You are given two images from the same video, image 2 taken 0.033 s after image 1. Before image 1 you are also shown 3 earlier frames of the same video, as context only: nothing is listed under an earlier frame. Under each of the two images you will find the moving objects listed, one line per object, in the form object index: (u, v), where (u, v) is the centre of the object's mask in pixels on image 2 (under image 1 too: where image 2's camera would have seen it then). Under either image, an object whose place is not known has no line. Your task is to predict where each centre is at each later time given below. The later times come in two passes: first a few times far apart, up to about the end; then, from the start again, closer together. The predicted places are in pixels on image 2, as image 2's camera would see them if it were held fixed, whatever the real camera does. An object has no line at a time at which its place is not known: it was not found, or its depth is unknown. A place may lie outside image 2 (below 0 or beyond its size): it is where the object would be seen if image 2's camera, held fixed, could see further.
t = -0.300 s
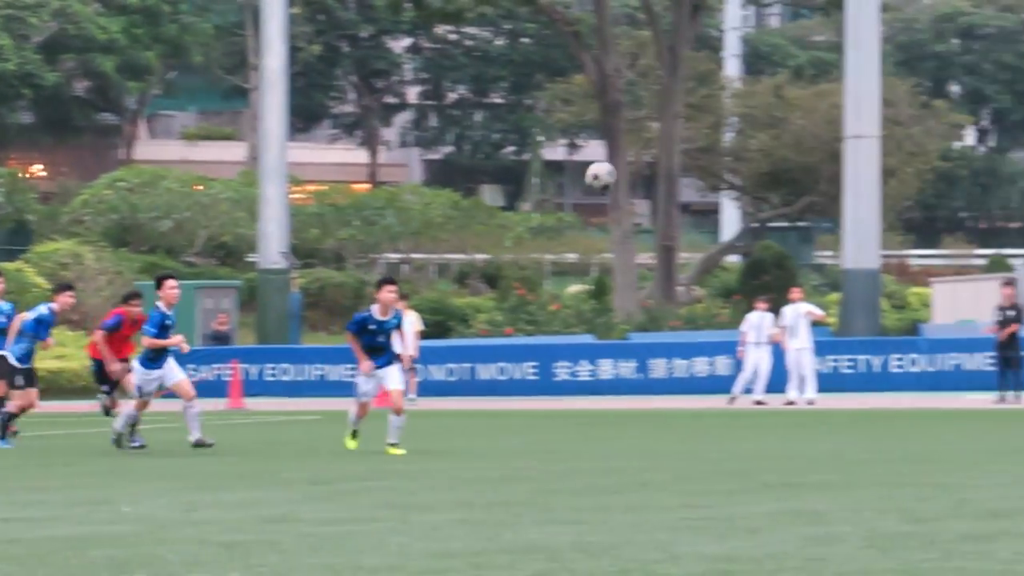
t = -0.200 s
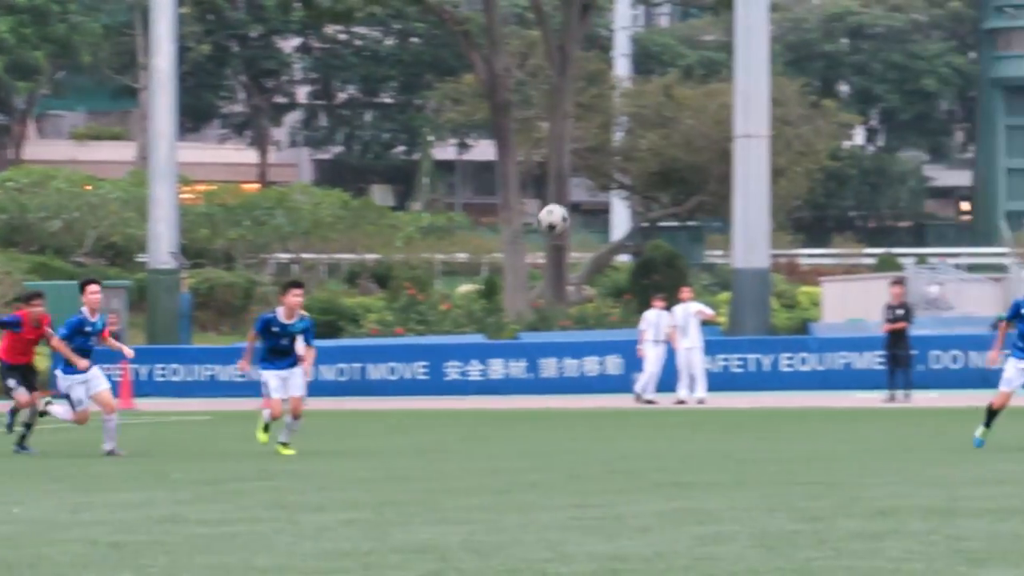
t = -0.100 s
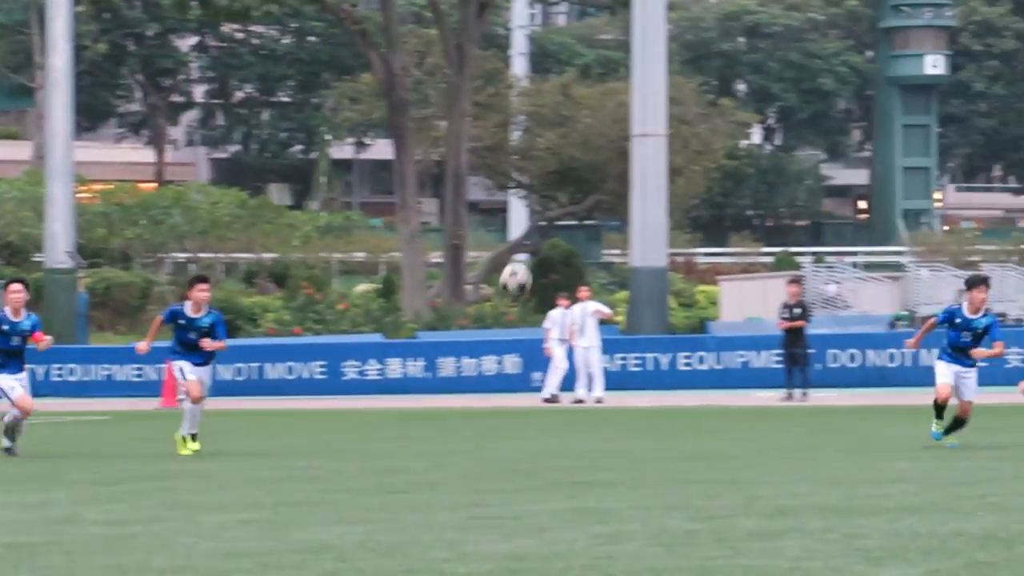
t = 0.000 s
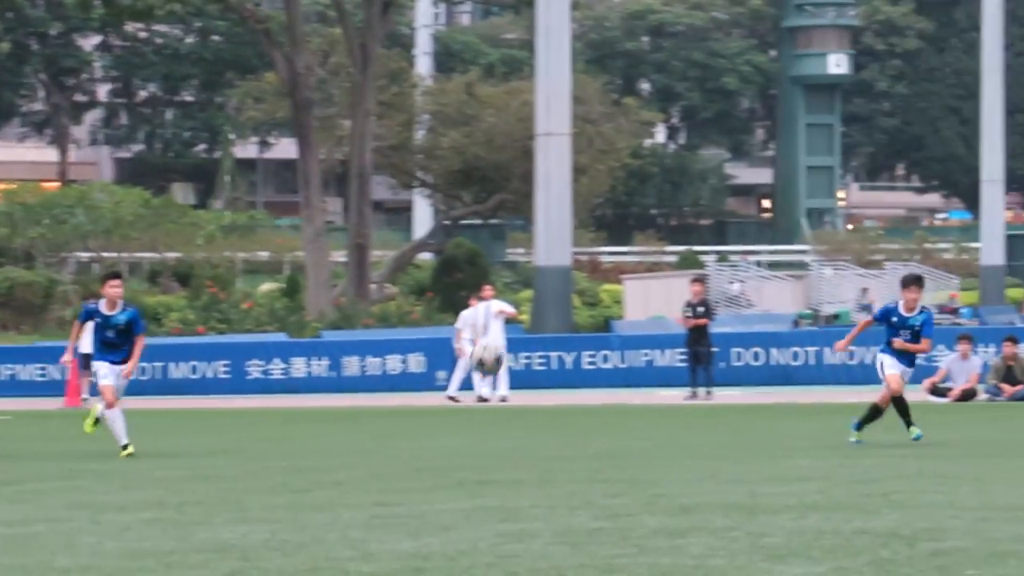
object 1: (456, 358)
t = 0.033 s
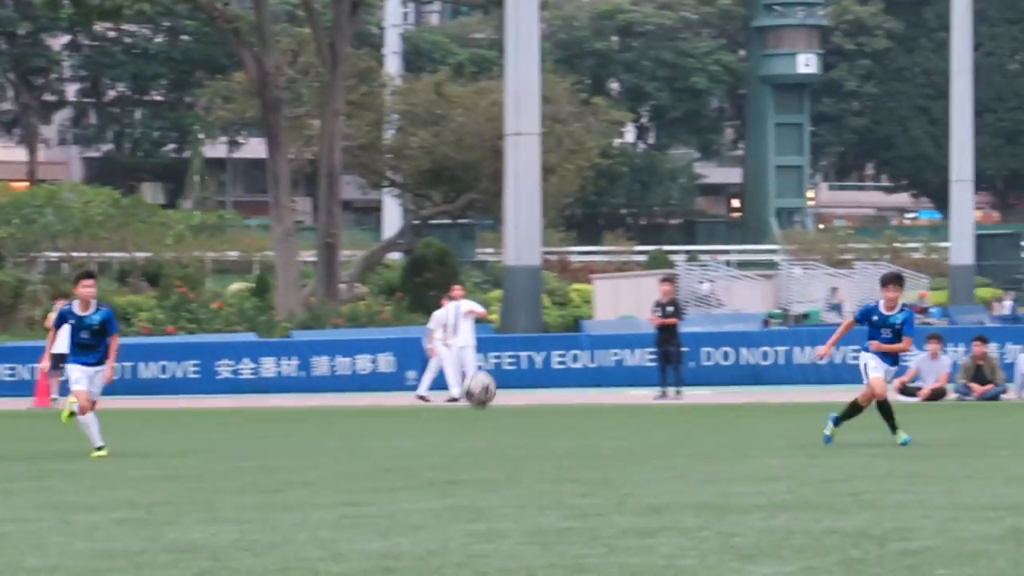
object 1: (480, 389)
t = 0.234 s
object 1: (579, 409)
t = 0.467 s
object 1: (657, 283)
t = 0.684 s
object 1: (734, 252)
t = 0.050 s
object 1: (491, 406)
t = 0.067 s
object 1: (502, 422)
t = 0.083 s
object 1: (513, 440)
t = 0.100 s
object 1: (525, 458)
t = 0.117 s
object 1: (537, 476)
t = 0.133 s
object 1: (547, 484)
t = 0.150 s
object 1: (552, 471)
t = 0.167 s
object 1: (557, 457)
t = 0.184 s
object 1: (563, 444)
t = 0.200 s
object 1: (568, 431)
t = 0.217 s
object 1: (573, 419)
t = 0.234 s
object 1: (579, 409)
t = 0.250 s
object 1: (584, 395)
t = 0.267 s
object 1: (589, 383)
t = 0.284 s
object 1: (595, 373)
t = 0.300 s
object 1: (601, 363)
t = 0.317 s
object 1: (605, 353)
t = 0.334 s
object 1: (611, 343)
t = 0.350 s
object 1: (618, 334)
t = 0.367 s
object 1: (623, 326)
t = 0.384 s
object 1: (628, 318)
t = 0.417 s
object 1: (639, 304)
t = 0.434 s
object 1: (644, 296)
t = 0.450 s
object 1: (650, 290)
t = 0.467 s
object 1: (657, 283)
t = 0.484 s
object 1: (662, 279)
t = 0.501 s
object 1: (668, 274)
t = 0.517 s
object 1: (674, 269)
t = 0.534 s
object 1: (680, 265)
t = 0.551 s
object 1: (686, 261)
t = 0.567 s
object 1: (692, 259)
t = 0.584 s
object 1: (698, 257)
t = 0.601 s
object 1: (704, 255)
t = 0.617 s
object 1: (710, 253)
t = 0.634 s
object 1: (716, 252)
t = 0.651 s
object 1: (722, 251)
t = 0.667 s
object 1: (729, 252)
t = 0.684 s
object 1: (734, 252)
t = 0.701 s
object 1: (741, 253)
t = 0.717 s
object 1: (747, 255)
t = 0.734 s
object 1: (754, 257)
